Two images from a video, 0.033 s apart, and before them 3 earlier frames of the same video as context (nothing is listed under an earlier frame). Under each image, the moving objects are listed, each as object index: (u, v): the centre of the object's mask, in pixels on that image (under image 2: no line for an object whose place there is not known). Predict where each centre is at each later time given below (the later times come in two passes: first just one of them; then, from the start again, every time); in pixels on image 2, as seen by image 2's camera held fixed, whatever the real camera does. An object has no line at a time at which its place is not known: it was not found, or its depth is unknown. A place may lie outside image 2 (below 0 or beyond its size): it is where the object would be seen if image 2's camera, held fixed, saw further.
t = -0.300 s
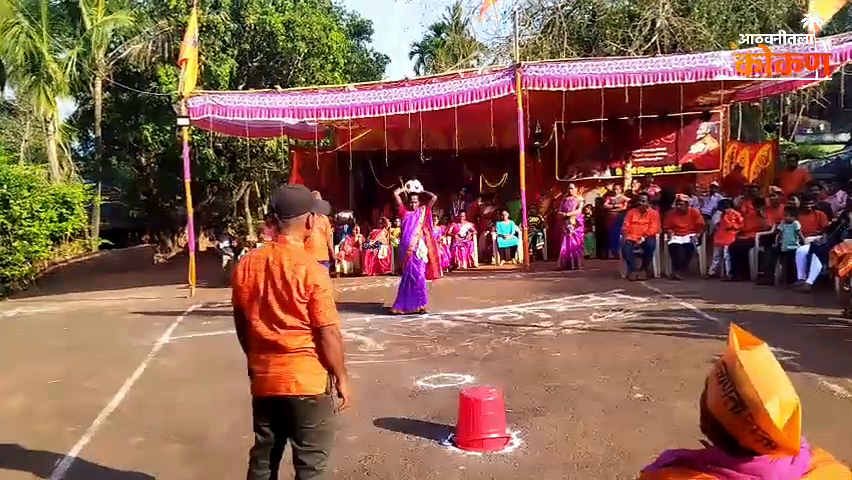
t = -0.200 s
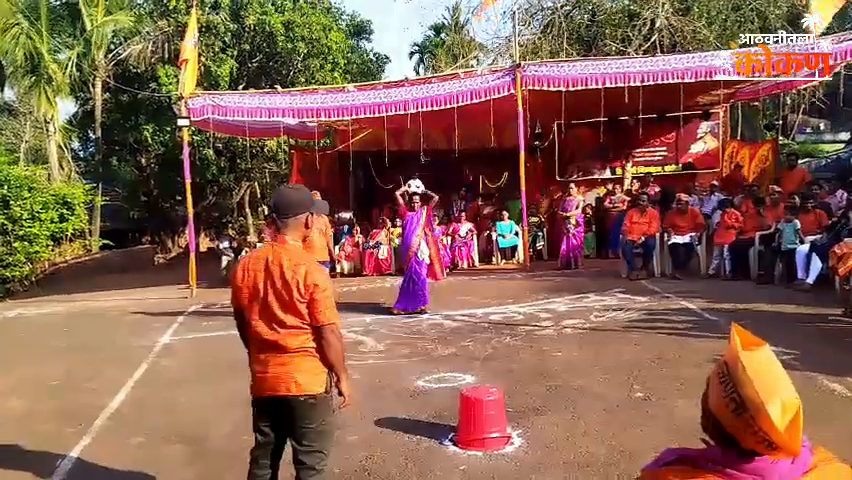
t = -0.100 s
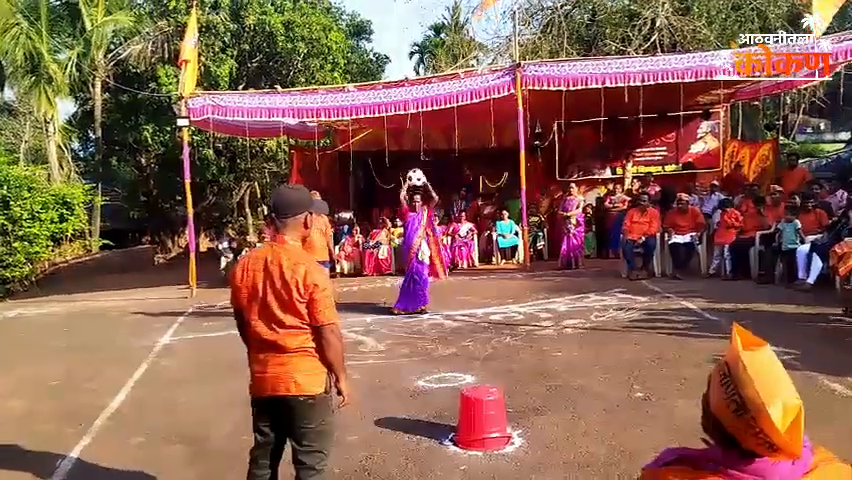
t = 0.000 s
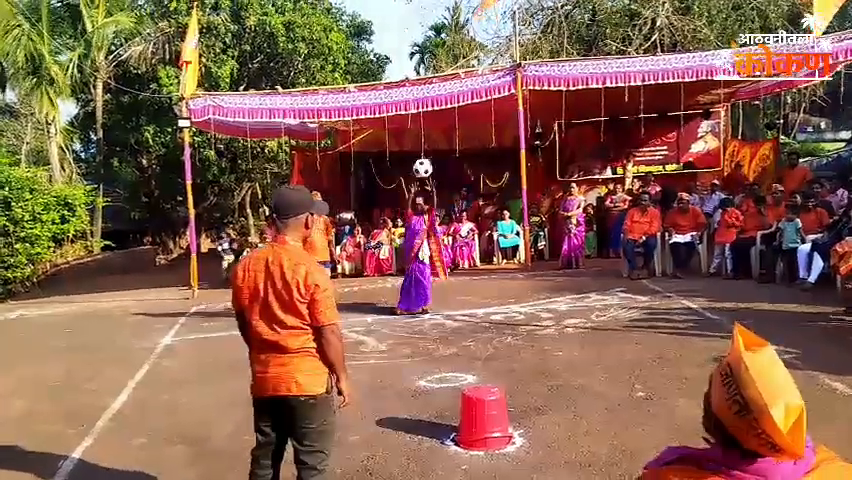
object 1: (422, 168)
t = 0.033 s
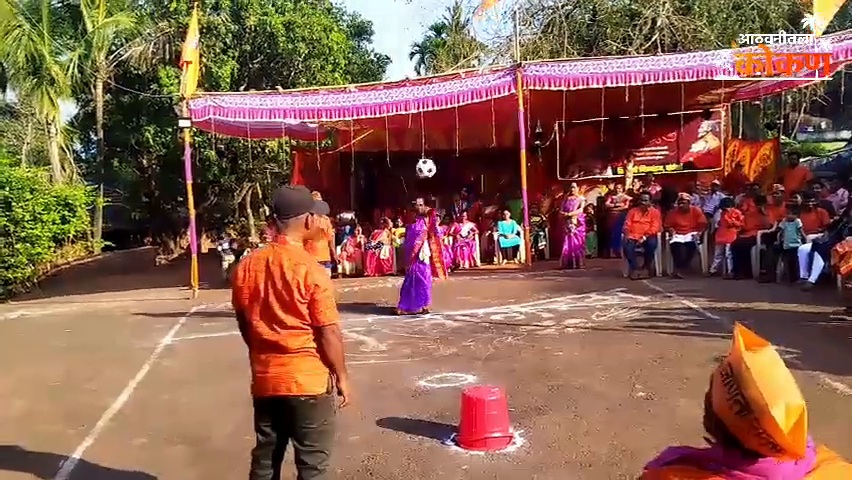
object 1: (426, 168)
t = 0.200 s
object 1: (444, 189)
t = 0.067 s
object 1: (429, 170)
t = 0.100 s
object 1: (432, 173)
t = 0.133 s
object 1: (436, 177)
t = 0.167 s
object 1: (440, 182)
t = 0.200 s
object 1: (444, 189)
